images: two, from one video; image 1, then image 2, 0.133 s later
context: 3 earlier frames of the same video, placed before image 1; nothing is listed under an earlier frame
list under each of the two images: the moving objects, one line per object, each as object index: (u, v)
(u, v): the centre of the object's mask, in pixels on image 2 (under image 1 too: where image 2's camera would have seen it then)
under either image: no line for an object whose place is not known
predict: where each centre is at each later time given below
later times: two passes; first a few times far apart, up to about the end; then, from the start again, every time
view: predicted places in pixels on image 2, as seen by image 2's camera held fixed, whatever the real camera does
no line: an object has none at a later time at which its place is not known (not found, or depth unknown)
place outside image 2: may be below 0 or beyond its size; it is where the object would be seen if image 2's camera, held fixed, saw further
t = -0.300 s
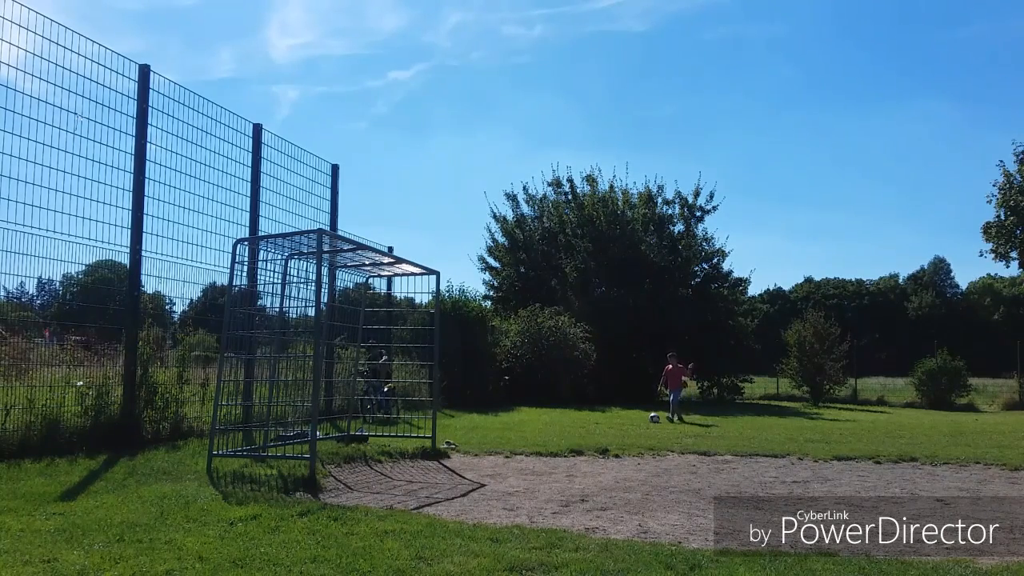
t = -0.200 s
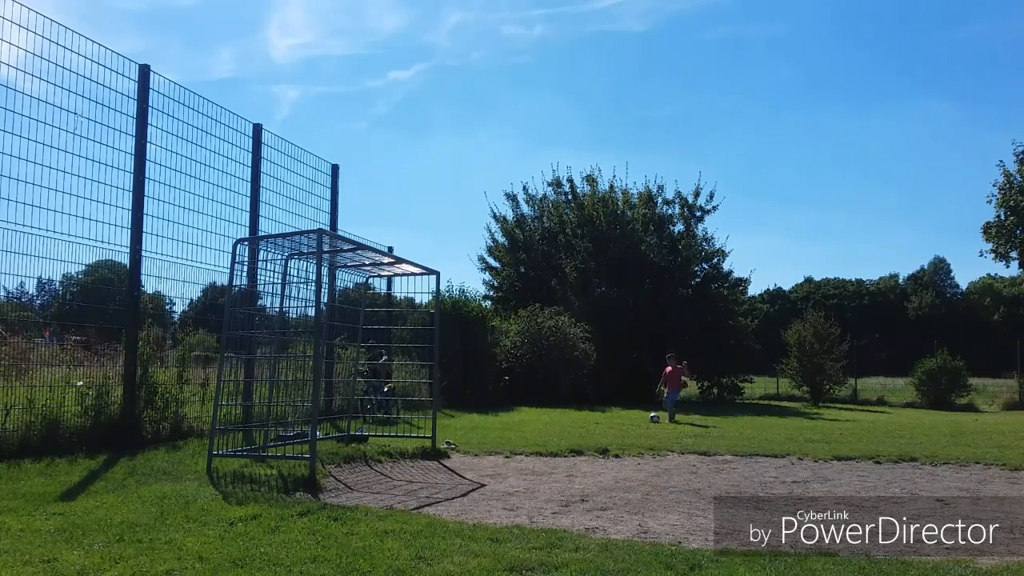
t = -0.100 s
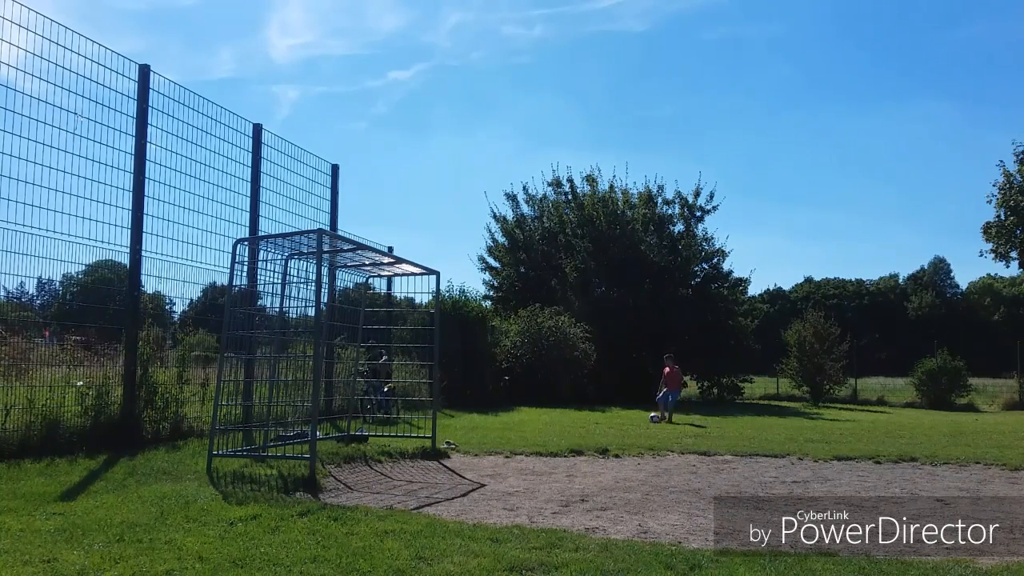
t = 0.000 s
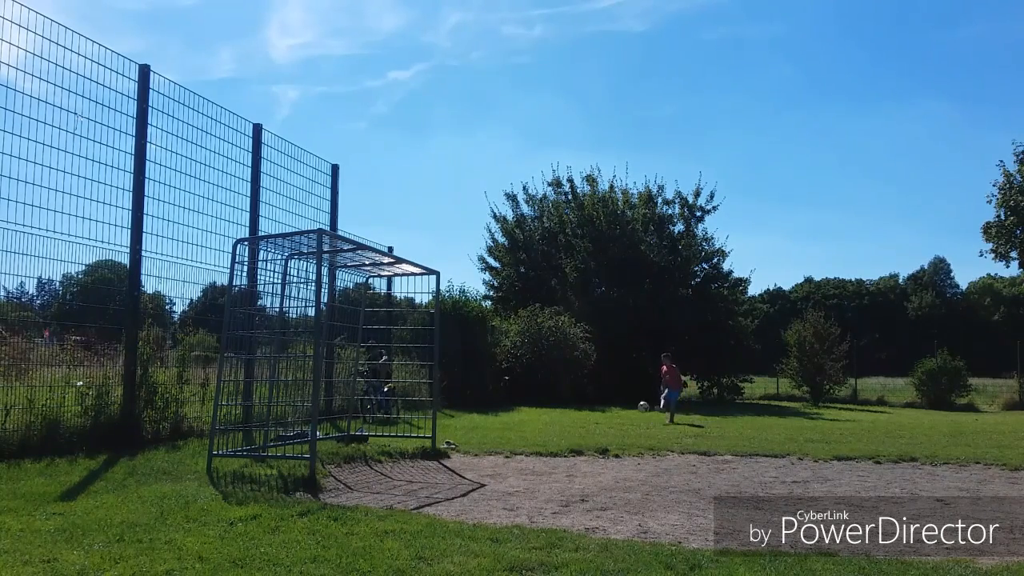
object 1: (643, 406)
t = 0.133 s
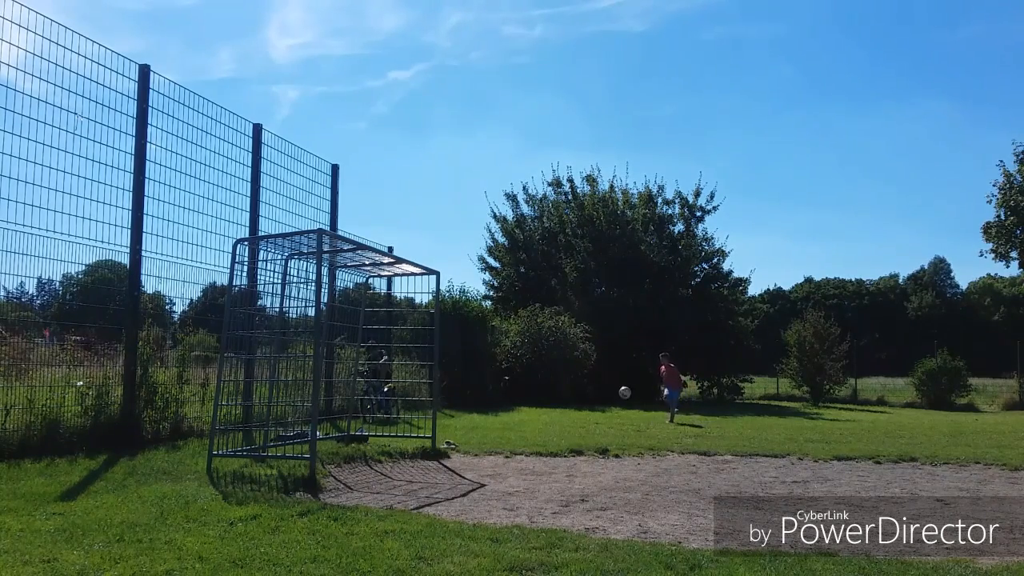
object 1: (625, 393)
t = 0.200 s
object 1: (615, 388)
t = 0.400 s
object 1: (581, 390)
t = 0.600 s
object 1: (540, 418)
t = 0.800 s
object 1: (512, 419)
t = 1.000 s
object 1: (490, 415)
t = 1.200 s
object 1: (466, 450)
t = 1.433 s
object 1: (439, 442)
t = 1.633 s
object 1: (410, 469)
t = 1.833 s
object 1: (378, 477)
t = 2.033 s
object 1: (342, 486)
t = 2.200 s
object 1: (307, 487)
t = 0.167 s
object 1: (620, 390)
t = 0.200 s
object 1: (615, 388)
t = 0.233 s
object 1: (609, 387)
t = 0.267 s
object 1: (604, 386)
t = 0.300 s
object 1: (598, 387)
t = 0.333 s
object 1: (593, 388)
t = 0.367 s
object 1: (587, 389)
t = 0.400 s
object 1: (581, 390)
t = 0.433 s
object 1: (575, 393)
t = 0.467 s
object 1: (569, 397)
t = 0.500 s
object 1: (562, 401)
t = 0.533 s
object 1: (555, 405)
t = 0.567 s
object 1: (547, 412)
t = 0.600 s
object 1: (540, 418)
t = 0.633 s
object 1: (532, 427)
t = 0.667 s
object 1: (524, 435)
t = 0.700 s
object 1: (520, 433)
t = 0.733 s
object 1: (517, 427)
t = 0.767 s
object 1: (514, 423)
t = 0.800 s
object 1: (512, 419)
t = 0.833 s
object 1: (508, 417)
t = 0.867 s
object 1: (505, 415)
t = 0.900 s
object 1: (502, 414)
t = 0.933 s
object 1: (498, 413)
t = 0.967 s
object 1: (494, 414)
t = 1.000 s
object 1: (490, 415)
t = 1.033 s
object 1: (487, 419)
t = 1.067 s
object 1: (483, 423)
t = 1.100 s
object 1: (479, 427)
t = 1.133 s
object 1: (475, 434)
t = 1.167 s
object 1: (470, 441)
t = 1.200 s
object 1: (466, 450)
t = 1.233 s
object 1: (462, 453)
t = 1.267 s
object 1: (457, 448)
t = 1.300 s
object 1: (455, 444)
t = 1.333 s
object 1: (451, 443)
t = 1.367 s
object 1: (447, 441)
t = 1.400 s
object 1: (443, 442)
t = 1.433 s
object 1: (439, 442)
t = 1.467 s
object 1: (434, 444)
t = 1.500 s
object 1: (430, 447)
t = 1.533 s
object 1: (425, 451)
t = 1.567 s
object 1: (419, 456)
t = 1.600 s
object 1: (415, 465)
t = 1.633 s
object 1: (410, 469)
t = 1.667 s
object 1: (405, 467)
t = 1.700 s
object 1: (400, 466)
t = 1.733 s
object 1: (395, 467)
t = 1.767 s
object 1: (390, 469)
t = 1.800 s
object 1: (384, 472)
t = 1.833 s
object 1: (378, 477)
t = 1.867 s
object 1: (372, 479)
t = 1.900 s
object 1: (366, 479)
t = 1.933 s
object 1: (361, 479)
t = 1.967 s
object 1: (356, 481)
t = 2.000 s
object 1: (348, 485)
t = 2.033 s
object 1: (342, 486)
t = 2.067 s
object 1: (334, 486)
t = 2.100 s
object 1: (328, 487)
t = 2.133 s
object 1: (321, 487)
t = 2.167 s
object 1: (314, 487)
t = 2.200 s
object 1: (307, 487)
